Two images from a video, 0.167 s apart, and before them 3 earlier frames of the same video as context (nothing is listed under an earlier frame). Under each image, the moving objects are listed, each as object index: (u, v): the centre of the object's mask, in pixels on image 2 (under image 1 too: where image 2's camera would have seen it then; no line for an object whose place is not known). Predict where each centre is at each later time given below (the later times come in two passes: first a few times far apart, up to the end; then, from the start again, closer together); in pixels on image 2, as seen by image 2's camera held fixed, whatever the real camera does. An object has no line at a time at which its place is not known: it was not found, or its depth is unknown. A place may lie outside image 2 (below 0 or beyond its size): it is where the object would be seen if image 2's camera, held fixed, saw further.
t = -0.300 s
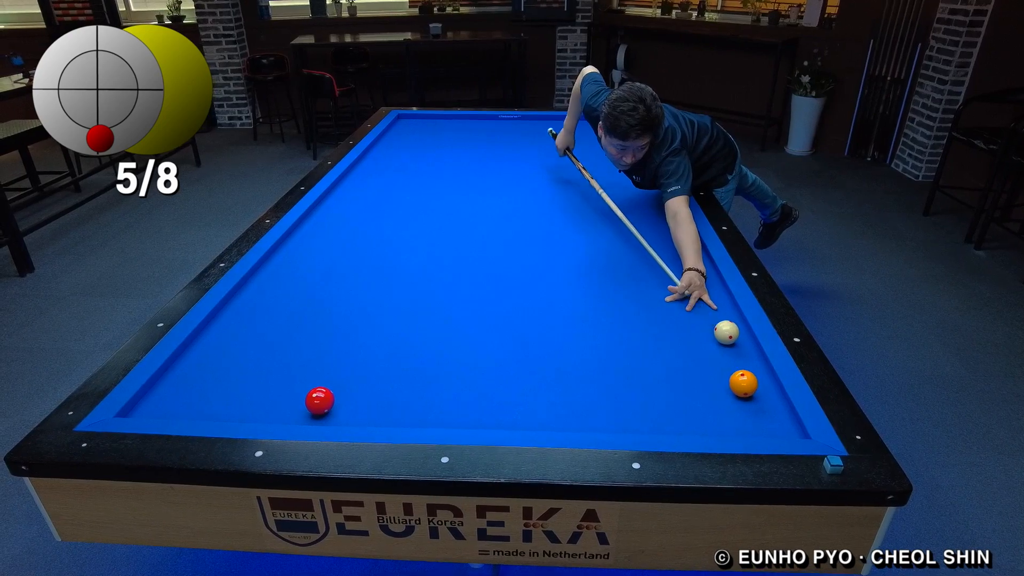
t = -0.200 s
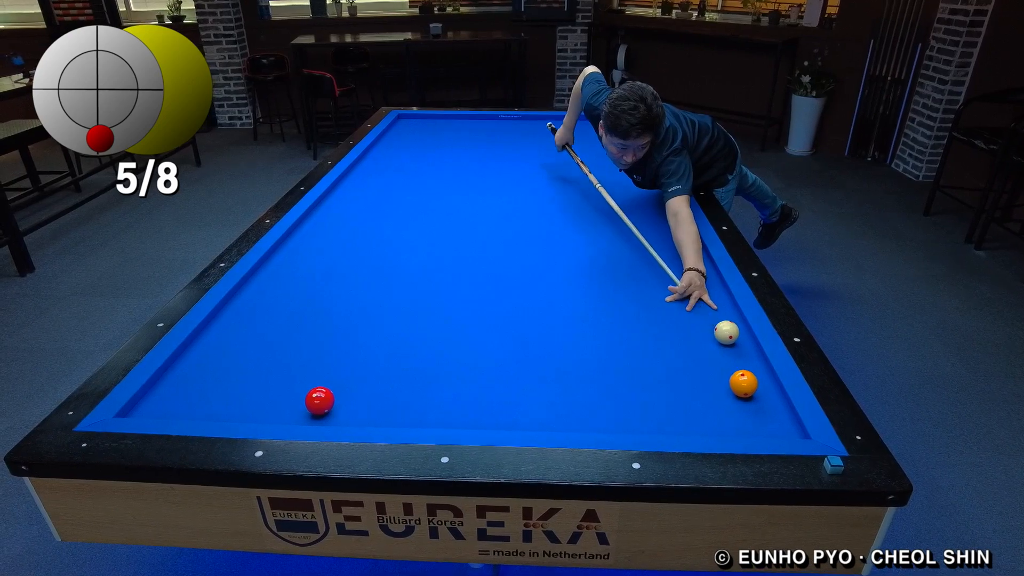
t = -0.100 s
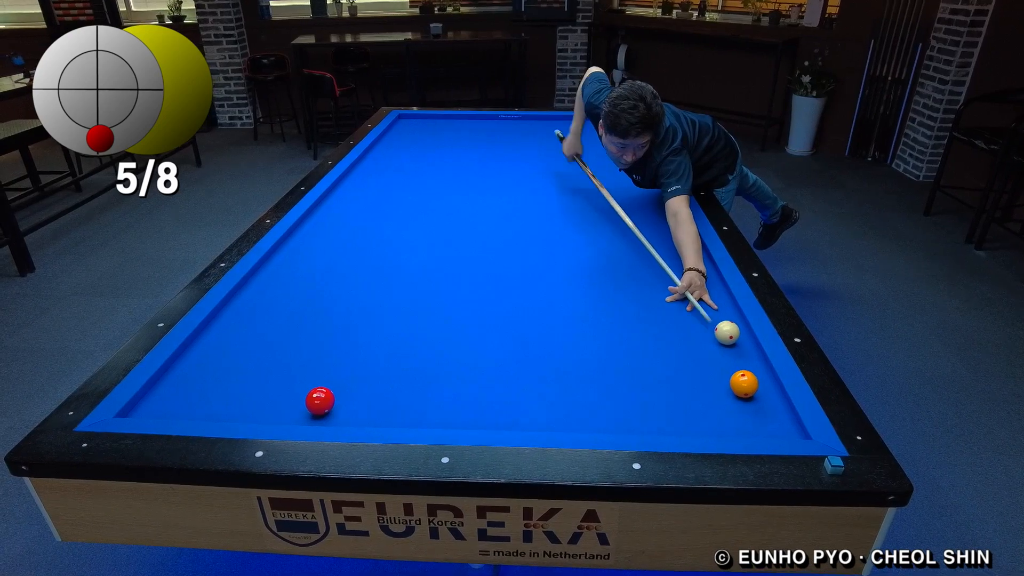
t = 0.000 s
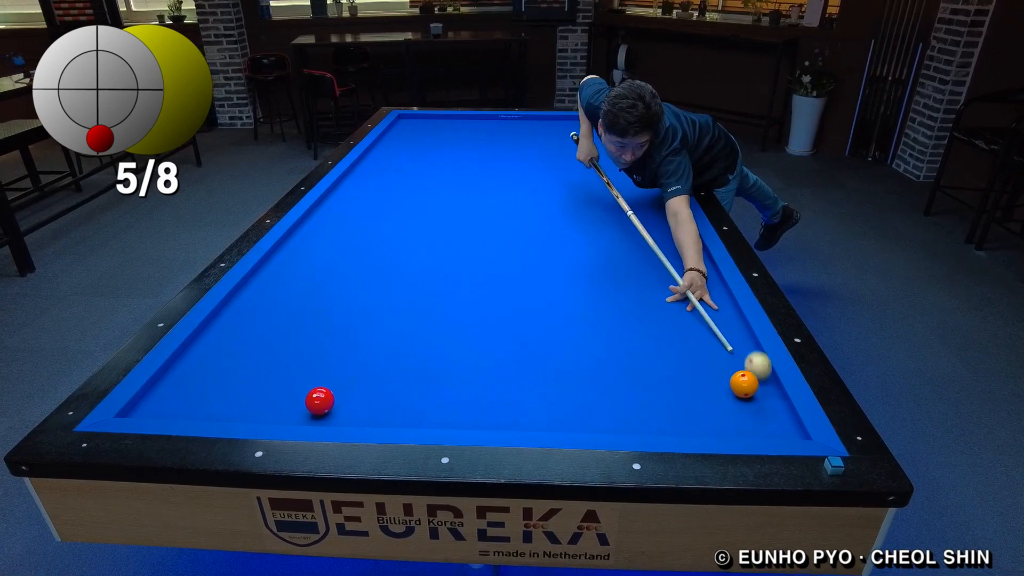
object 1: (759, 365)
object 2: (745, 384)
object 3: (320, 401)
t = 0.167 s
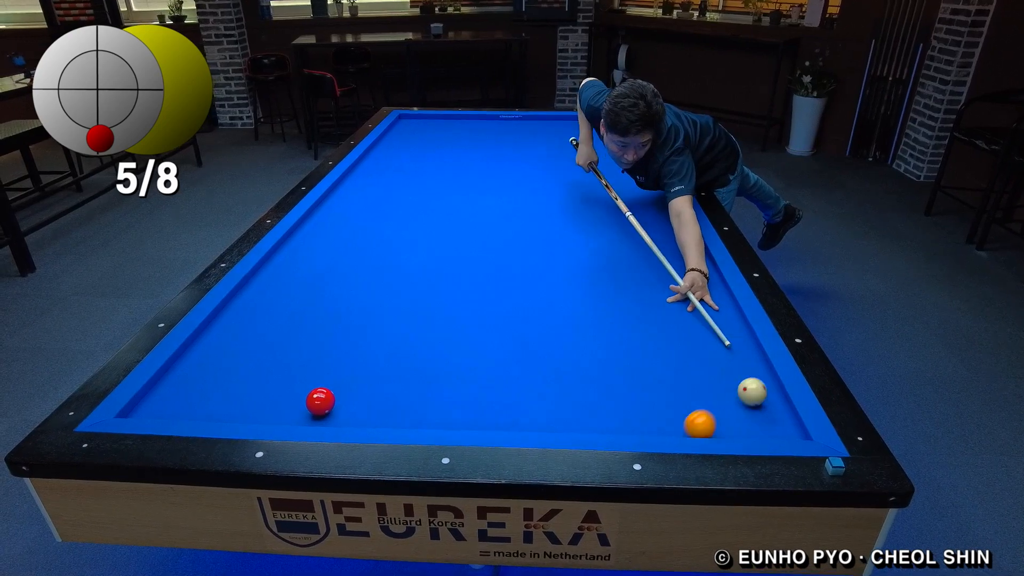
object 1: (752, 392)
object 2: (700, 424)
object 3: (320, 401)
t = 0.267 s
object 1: (740, 399)
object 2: (672, 416)
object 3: (320, 401)
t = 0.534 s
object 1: (707, 404)
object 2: (611, 379)
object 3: (320, 401)
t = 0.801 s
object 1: (675, 408)
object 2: (561, 349)
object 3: (320, 401)
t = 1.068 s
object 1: (643, 411)
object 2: (519, 324)
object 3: (320, 401)
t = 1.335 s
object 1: (612, 414)
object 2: (483, 302)
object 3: (320, 402)
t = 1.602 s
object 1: (582, 418)
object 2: (451, 284)
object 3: (320, 401)
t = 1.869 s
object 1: (554, 420)
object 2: (423, 267)
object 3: (320, 401)
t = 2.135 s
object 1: (527, 422)
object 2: (399, 252)
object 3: (320, 401)
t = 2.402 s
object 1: (501, 420)
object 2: (377, 240)
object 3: (320, 401)
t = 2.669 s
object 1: (476, 418)
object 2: (357, 228)
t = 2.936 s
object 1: (454, 416)
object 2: (339, 218)
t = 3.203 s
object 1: (433, 413)
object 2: (323, 208)
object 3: (320, 401)
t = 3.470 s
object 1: (413, 411)
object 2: (335, 201)
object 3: (320, 402)
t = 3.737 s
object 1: (395, 409)
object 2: (352, 196)
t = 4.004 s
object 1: (379, 407)
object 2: (368, 191)
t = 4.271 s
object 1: (365, 405)
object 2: (383, 186)
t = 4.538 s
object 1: (351, 403)
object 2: (396, 182)
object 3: (319, 401)
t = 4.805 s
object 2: (408, 177)
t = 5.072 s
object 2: (419, 173)
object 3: (308, 401)
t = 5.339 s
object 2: (429, 170)
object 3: (303, 401)
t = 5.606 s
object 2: (439, 167)
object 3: (300, 401)
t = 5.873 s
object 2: (448, 164)
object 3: (297, 401)
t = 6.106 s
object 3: (297, 401)
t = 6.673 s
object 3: (297, 401)
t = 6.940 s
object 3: (297, 401)
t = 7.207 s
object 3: (297, 401)
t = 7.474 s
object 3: (297, 401)
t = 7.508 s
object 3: (297, 401)
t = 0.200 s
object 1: (748, 394)
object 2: (690, 427)
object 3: (320, 401)
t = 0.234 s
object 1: (744, 397)
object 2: (681, 422)
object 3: (320, 401)
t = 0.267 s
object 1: (740, 399)
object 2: (672, 416)
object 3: (320, 401)
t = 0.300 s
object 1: (736, 400)
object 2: (663, 410)
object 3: (320, 401)
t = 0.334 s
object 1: (732, 401)
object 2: (655, 406)
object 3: (320, 401)
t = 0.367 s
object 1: (728, 401)
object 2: (648, 401)
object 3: (320, 401)
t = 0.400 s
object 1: (724, 402)
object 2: (640, 396)
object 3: (320, 401)
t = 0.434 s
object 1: (720, 402)
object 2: (633, 392)
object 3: (320, 401)
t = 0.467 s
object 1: (716, 403)
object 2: (625, 387)
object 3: (320, 401)
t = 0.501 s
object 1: (712, 403)
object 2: (618, 383)
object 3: (320, 401)
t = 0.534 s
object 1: (707, 404)
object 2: (611, 379)
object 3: (320, 401)
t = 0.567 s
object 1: (703, 404)
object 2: (605, 375)
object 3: (320, 401)
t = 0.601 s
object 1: (699, 405)
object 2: (598, 371)
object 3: (320, 401)
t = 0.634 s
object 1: (695, 405)
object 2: (592, 367)
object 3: (320, 401)
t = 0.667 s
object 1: (691, 406)
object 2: (585, 363)
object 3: (320, 401)
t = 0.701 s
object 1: (687, 406)
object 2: (579, 360)
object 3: (320, 401)
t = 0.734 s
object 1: (683, 406)
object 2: (573, 356)
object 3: (320, 401)
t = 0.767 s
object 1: (679, 407)
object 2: (567, 352)
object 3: (320, 401)
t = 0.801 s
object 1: (675, 408)
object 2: (561, 349)
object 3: (320, 401)
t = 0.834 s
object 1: (671, 408)
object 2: (556, 346)
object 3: (320, 401)
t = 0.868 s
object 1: (667, 408)
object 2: (550, 343)
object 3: (320, 401)
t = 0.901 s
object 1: (663, 409)
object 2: (545, 339)
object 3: (320, 401)
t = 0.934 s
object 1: (659, 409)
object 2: (539, 336)
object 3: (320, 401)
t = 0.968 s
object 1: (655, 410)
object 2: (534, 333)
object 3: (320, 401)
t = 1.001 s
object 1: (651, 410)
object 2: (529, 330)
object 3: (320, 401)
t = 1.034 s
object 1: (647, 410)
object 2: (524, 327)
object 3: (320, 401)
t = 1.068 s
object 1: (643, 411)
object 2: (519, 324)
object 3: (320, 401)
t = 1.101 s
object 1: (639, 411)
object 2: (514, 321)
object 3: (320, 401)
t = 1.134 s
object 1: (635, 412)
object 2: (509, 318)
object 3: (320, 402)
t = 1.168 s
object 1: (631, 412)
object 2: (505, 315)
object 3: (320, 401)
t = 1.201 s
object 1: (627, 413)
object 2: (500, 313)
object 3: (320, 402)
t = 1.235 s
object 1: (624, 413)
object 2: (496, 310)
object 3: (320, 402)
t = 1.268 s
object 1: (620, 414)
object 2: (491, 307)
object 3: (320, 402)
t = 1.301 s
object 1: (616, 414)
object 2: (487, 305)
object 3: (320, 402)
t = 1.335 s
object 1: (612, 414)
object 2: (483, 302)
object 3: (320, 402)
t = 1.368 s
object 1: (608, 415)
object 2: (479, 300)
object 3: (320, 402)
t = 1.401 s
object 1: (605, 415)
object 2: (474, 297)
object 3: (320, 401)
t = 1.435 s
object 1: (601, 415)
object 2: (471, 295)
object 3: (320, 402)
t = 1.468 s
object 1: (597, 416)
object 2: (466, 293)
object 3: (320, 401)
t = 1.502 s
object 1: (594, 417)
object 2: (462, 290)
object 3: (320, 402)
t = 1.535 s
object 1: (590, 417)
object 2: (459, 288)
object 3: (320, 401)
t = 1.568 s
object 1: (586, 417)
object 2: (455, 285)
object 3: (320, 402)
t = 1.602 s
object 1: (582, 418)
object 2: (451, 284)
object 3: (320, 401)
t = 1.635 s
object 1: (579, 418)
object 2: (448, 281)
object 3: (320, 402)
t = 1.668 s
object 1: (575, 418)
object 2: (444, 279)
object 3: (320, 402)
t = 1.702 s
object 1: (572, 418)
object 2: (440, 277)
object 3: (320, 401)
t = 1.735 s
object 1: (568, 419)
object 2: (437, 275)
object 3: (320, 401)
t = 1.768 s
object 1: (565, 419)
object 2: (433, 273)
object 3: (320, 401)
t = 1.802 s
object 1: (561, 419)
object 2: (430, 271)
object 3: (320, 401)
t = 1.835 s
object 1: (558, 420)
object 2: (427, 269)
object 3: (320, 401)
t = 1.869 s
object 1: (554, 420)
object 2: (423, 267)
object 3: (320, 401)
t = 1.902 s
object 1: (551, 420)
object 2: (420, 265)
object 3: (320, 401)
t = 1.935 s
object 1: (547, 420)
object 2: (417, 263)
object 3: (320, 401)
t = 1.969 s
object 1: (544, 421)
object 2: (414, 261)
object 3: (320, 401)
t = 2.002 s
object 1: (540, 421)
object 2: (411, 260)
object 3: (320, 401)
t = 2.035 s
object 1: (537, 421)
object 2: (408, 258)
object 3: (320, 401)
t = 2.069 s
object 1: (533, 421)
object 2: (405, 256)
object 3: (320, 401)
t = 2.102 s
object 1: (530, 422)
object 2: (402, 254)
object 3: (320, 401)
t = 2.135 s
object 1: (527, 422)
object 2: (399, 252)
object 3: (320, 401)
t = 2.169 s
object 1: (523, 422)
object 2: (396, 251)
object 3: (320, 401)
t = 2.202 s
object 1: (520, 422)
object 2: (393, 249)
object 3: (320, 401)
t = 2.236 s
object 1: (517, 421)
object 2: (390, 247)
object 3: (320, 401)
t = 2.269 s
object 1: (513, 421)
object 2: (387, 246)
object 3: (320, 401)
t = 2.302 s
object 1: (510, 420)
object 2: (385, 244)
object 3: (320, 401)
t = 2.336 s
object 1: (507, 420)
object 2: (382, 243)
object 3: (320, 401)
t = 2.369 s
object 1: (504, 420)
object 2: (380, 241)
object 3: (320, 401)
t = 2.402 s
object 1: (501, 420)
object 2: (377, 240)
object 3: (320, 401)
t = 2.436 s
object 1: (498, 419)
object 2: (374, 238)
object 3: (320, 401)
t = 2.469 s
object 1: (495, 419)
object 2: (372, 236)
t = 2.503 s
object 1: (491, 419)
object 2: (369, 235)
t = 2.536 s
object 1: (488, 419)
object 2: (367, 234)
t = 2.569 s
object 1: (485, 418)
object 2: (364, 232)
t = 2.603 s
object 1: (482, 418)
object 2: (362, 231)
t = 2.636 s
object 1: (479, 418)
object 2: (359, 229)
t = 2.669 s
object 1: (476, 418)
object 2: (357, 228)
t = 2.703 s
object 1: (473, 417)
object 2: (355, 226)
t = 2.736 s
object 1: (470, 417)
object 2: (353, 225)
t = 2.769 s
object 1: (467, 417)
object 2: (350, 224)
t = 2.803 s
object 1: (464, 416)
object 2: (348, 222)
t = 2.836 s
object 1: (462, 416)
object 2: (346, 221)
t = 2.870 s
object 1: (459, 416)
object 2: (343, 220)
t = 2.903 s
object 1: (456, 416)
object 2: (341, 219)
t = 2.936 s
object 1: (454, 416)
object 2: (339, 218)
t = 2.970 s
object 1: (451, 415)
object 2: (337, 216)
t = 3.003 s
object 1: (448, 415)
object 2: (335, 215)
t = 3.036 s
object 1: (446, 415)
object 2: (333, 214)
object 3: (320, 401)
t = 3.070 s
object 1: (443, 415)
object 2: (331, 213)
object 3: (320, 401)
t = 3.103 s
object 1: (440, 414)
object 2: (329, 211)
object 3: (320, 401)
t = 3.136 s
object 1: (438, 414)
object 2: (327, 210)
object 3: (320, 401)
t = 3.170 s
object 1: (435, 414)
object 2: (325, 209)
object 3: (320, 401)
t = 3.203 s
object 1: (433, 413)
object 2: (323, 208)
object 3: (320, 401)
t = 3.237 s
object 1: (430, 413)
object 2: (321, 207)
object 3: (320, 401)
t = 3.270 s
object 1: (428, 413)
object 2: (321, 206)
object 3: (320, 401)
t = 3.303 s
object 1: (425, 413)
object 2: (324, 205)
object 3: (320, 401)
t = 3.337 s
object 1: (423, 412)
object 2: (326, 204)
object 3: (320, 402)
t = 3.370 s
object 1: (421, 412)
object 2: (329, 203)
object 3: (320, 402)
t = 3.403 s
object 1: (418, 412)
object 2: (331, 203)
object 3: (320, 402)
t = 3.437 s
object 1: (416, 412)
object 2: (333, 202)
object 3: (320, 401)
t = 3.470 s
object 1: (413, 411)
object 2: (335, 201)
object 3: (320, 402)
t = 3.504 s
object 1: (411, 411)
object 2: (338, 201)
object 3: (320, 401)
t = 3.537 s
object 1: (409, 411)
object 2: (340, 200)
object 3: (320, 401)
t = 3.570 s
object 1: (406, 411)
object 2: (342, 199)
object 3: (320, 401)
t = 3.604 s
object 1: (404, 410)
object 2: (344, 198)
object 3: (320, 401)
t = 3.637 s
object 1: (402, 410)
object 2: (346, 198)
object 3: (320, 402)
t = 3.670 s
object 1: (400, 410)
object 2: (348, 197)
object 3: (320, 402)
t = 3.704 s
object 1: (398, 409)
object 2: (350, 197)
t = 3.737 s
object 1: (395, 409)
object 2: (352, 196)
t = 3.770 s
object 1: (393, 409)
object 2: (355, 195)
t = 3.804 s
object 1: (391, 408)
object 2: (356, 194)
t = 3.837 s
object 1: (389, 408)
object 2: (359, 194)
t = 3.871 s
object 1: (387, 408)
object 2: (360, 193)
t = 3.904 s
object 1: (385, 407)
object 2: (362, 192)
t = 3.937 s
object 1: (383, 407)
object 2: (364, 192)
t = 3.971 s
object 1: (381, 407)
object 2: (366, 191)
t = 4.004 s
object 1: (379, 407)
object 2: (368, 191)
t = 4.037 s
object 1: (377, 406)
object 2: (370, 190)
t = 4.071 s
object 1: (375, 406)
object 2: (372, 189)
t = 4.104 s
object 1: (374, 406)
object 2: (374, 189)
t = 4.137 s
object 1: (372, 405)
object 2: (375, 188)
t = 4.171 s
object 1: (370, 405)
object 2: (377, 188)
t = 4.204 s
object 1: (368, 405)
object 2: (379, 187)
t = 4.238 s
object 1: (366, 405)
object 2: (381, 187)
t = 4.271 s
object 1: (365, 405)
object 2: (383, 186)
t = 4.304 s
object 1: (363, 404)
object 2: (384, 185)
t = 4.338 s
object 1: (361, 404)
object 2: (386, 185)
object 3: (320, 401)
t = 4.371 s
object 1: (360, 403)
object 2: (388, 184)
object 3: (320, 401)
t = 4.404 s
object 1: (358, 403)
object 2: (389, 184)
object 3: (320, 401)
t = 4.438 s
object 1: (356, 403)
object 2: (391, 183)
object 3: (320, 401)
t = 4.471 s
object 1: (355, 403)
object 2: (392, 183)
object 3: (320, 401)
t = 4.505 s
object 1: (353, 403)
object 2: (394, 182)
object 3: (320, 401)
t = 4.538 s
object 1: (351, 403)
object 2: (396, 182)
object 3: (319, 401)
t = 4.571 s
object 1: (350, 402)
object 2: (397, 181)
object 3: (319, 401)
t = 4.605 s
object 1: (348, 402)
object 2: (399, 180)
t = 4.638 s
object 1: (348, 402)
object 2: (400, 180)
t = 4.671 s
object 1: (348, 402)
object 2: (402, 179)
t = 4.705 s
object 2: (403, 179)
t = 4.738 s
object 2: (405, 178)
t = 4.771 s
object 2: (406, 178)
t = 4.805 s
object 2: (408, 177)
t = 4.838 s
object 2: (409, 177)
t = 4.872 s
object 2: (411, 176)
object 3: (312, 401)
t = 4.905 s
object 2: (412, 176)
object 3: (312, 401)
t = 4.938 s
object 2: (413, 175)
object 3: (311, 401)
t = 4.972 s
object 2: (415, 175)
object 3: (310, 401)
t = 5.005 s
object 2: (416, 174)
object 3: (309, 401)
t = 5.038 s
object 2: (418, 174)
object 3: (309, 401)
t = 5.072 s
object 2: (419, 173)
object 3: (308, 401)
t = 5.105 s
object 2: (420, 173)
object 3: (307, 401)
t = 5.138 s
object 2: (422, 173)
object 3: (307, 401)
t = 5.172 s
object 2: (423, 172)
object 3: (306, 401)
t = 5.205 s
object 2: (424, 172)
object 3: (305, 401)
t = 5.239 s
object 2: (426, 171)
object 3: (305, 401)
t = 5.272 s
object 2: (427, 171)
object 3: (304, 401)
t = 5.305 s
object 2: (428, 171)
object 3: (304, 401)
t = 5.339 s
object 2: (429, 170)
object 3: (303, 401)
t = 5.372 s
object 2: (431, 170)
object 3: (302, 401)
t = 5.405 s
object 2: (432, 169)
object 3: (302, 401)
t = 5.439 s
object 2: (433, 169)
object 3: (302, 401)
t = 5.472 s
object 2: (434, 169)
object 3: (301, 401)
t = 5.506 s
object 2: (435, 168)
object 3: (301, 401)
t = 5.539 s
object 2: (437, 168)
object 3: (300, 401)
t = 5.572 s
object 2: (438, 167)
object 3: (300, 401)
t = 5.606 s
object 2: (439, 167)
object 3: (300, 401)
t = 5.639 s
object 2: (440, 167)
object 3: (299, 401)
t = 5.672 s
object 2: (441, 166)
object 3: (299, 401)
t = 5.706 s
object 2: (442, 166)
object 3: (299, 401)
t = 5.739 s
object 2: (444, 165)
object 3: (298, 401)
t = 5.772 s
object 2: (444, 165)
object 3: (298, 401)
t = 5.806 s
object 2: (446, 165)
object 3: (298, 400)
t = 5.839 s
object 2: (447, 164)
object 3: (298, 401)
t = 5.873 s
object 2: (448, 164)
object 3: (297, 401)
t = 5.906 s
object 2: (449, 163)
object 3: (297, 401)
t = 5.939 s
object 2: (450, 163)
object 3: (297, 401)
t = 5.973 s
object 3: (297, 401)
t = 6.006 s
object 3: (297, 401)
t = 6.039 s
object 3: (297, 401)
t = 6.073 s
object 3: (297, 401)
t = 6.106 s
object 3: (297, 401)
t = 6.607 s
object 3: (297, 401)
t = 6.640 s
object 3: (297, 401)
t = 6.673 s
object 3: (297, 401)
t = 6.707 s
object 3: (297, 401)
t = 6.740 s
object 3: (297, 401)
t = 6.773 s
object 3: (297, 401)
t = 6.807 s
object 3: (297, 401)
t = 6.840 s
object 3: (297, 401)
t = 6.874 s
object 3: (297, 401)
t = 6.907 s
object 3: (297, 401)
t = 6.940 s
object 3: (297, 401)
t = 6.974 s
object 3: (297, 401)
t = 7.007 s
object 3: (297, 401)
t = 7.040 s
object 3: (297, 401)
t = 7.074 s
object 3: (297, 401)
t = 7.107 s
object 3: (297, 401)
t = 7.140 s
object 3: (297, 401)
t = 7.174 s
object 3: (297, 401)
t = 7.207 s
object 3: (297, 401)
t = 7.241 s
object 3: (297, 401)
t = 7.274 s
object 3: (297, 401)
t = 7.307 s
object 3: (297, 401)
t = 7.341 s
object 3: (297, 401)
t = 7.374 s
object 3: (297, 401)
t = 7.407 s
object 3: (297, 401)
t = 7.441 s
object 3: (297, 401)
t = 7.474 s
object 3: (297, 401)
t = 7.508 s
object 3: (297, 401)
